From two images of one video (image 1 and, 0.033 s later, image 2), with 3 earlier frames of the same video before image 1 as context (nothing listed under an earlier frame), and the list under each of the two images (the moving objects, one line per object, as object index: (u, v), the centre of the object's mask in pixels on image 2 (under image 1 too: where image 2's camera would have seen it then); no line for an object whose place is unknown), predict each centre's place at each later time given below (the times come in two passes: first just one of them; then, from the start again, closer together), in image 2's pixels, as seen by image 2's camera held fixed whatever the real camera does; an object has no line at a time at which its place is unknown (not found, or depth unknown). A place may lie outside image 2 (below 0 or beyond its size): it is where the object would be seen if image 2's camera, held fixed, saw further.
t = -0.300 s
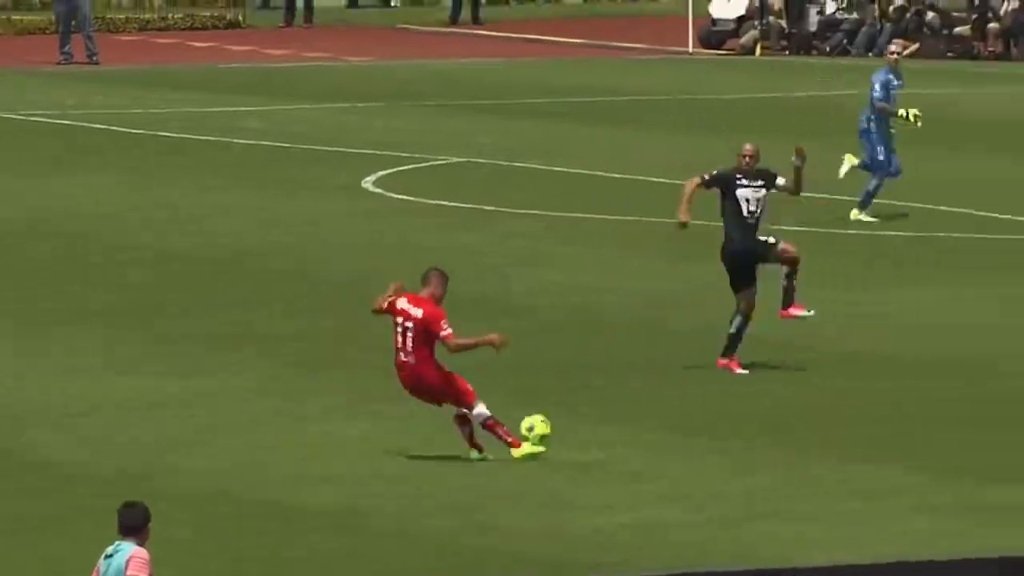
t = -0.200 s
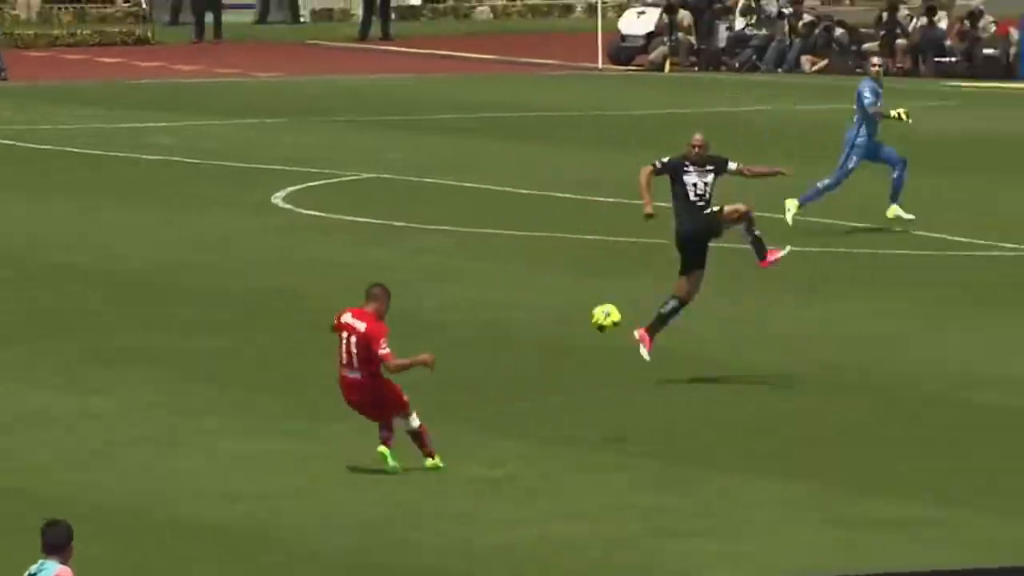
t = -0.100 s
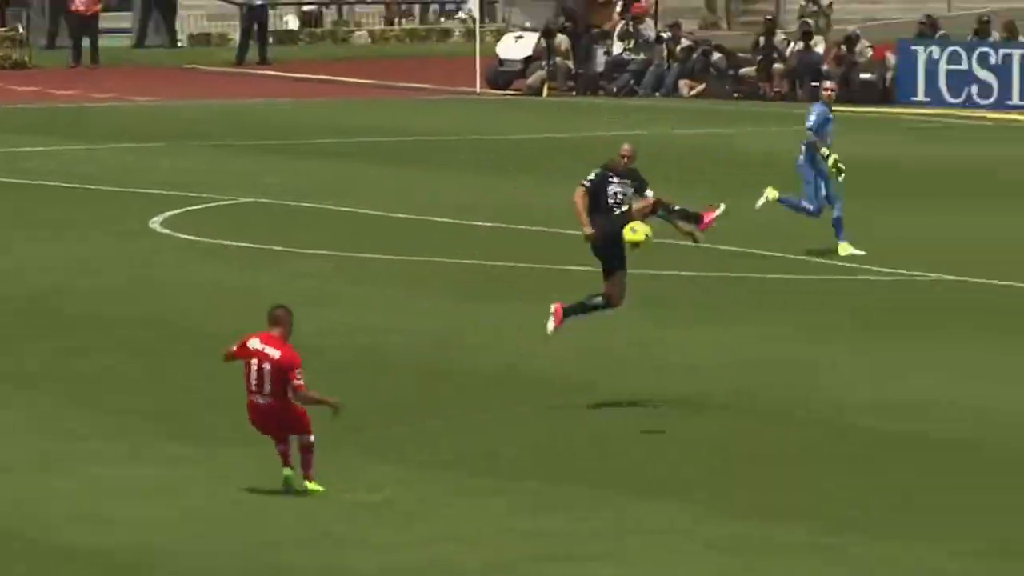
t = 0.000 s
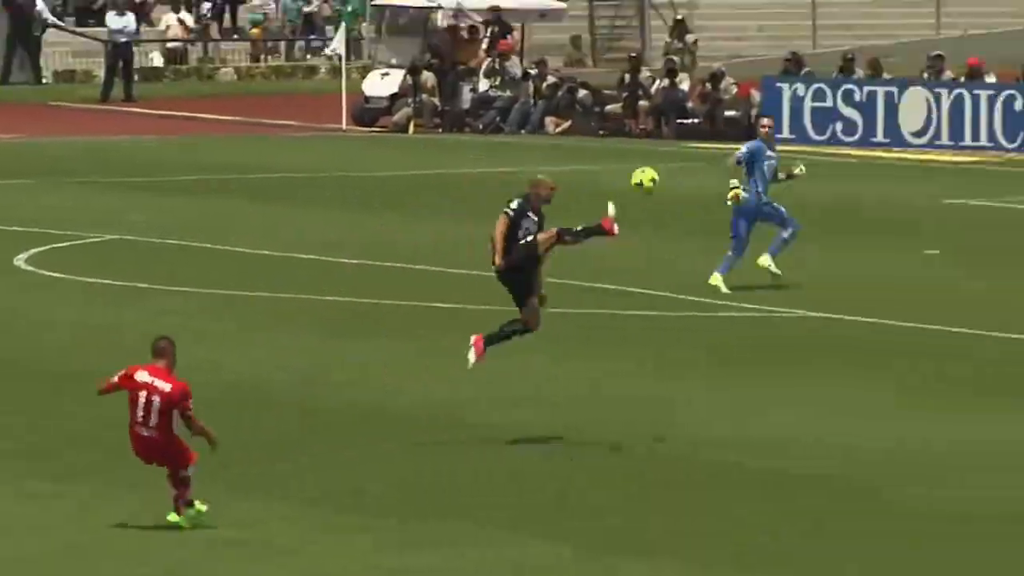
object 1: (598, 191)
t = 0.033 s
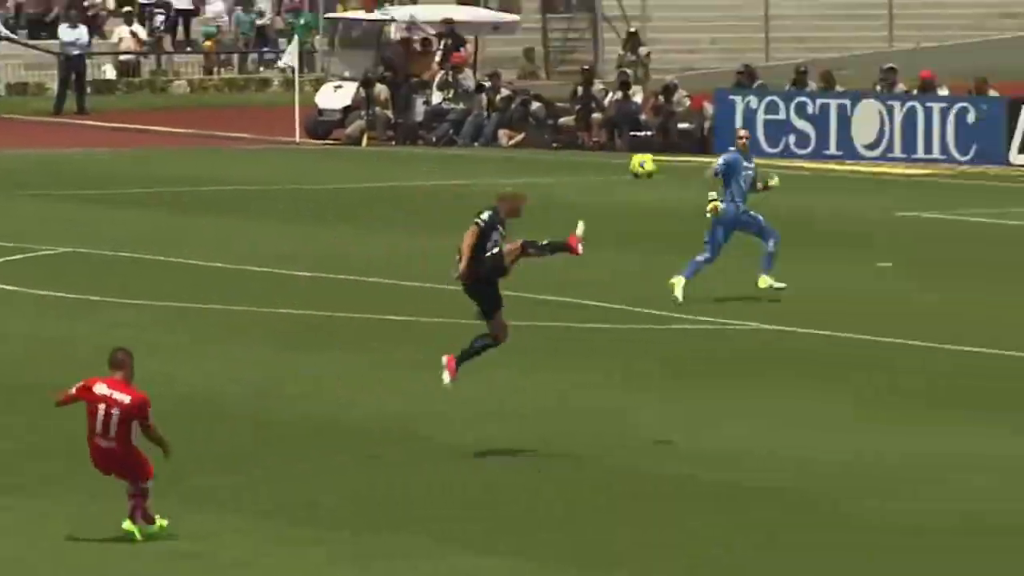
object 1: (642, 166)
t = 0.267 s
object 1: (940, 16)
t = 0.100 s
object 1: (730, 115)
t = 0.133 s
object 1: (772, 91)
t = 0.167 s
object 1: (815, 73)
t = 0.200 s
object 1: (857, 52)
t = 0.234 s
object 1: (899, 34)
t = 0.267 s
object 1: (940, 16)
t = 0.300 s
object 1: (980, 0)
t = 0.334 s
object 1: (1019, -16)
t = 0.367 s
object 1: (1059, -30)
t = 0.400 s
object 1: (1098, -43)
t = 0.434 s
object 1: (1136, -55)
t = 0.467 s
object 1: (1173, -67)
